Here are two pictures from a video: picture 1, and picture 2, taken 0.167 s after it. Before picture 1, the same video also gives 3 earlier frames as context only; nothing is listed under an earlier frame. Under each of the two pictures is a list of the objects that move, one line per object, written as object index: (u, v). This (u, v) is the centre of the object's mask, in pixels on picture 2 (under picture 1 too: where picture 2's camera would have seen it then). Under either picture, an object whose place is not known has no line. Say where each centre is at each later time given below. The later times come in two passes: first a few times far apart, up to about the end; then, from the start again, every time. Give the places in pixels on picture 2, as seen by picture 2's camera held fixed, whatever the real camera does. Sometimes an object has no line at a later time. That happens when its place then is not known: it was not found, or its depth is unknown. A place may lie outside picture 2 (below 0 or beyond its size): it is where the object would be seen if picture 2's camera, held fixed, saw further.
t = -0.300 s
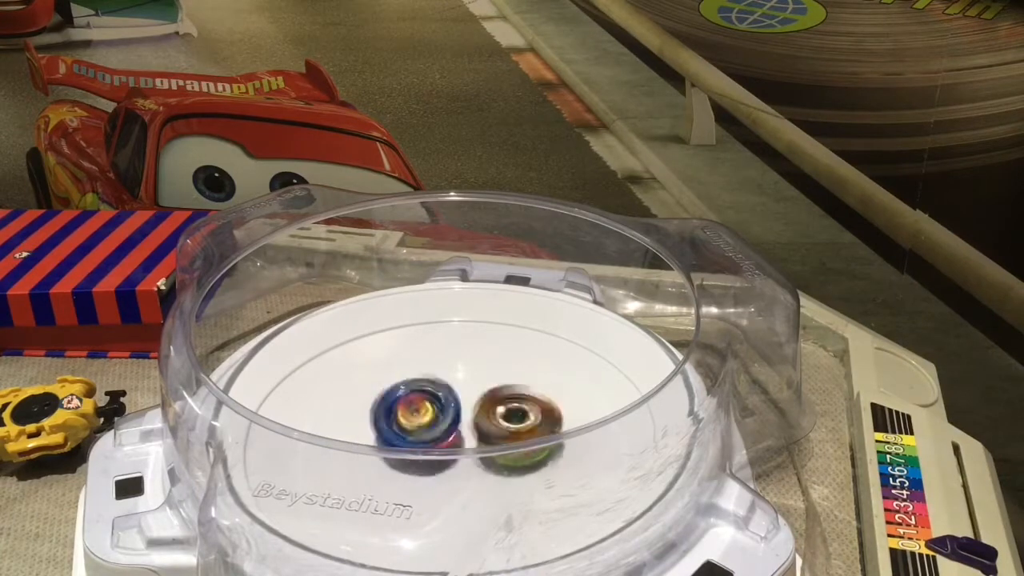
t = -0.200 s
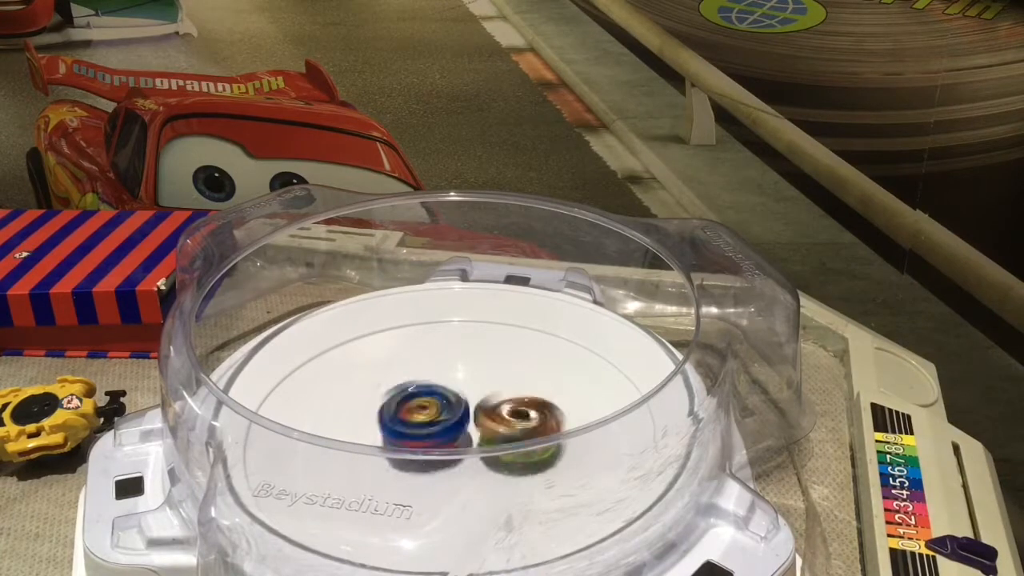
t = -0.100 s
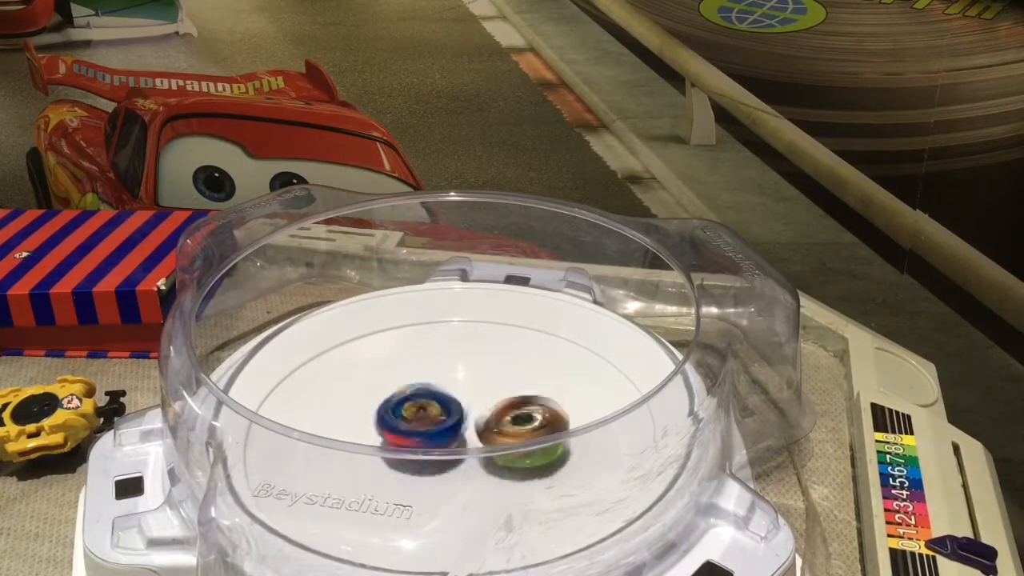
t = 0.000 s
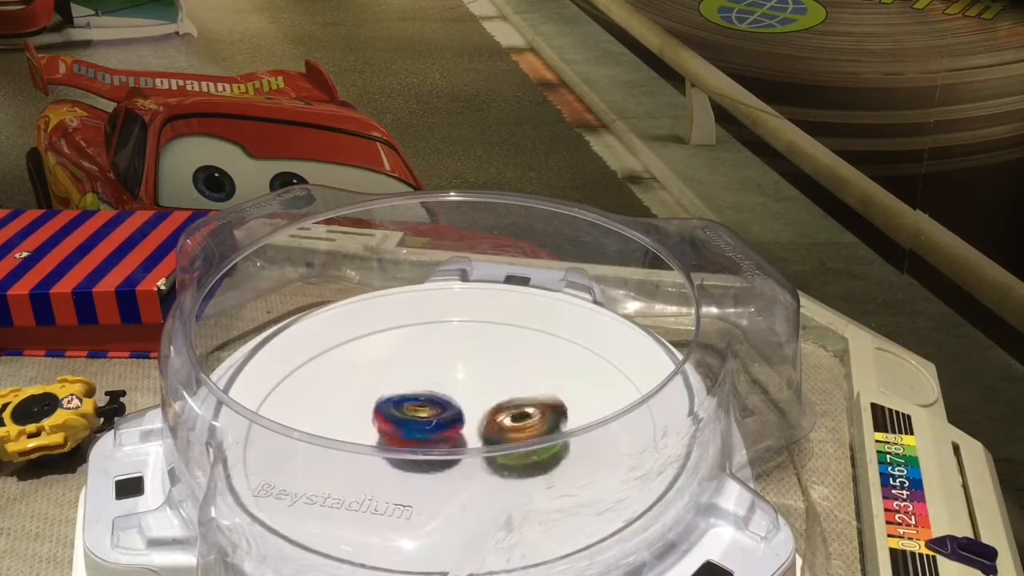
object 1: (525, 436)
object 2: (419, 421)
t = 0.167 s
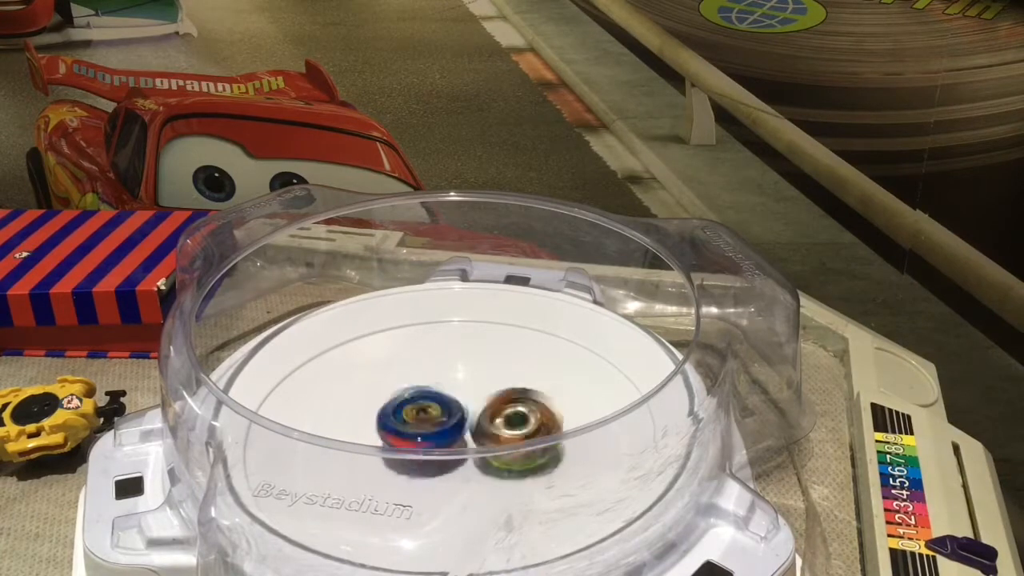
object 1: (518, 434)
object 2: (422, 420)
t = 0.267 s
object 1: (519, 435)
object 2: (419, 421)
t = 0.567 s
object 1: (516, 434)
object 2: (409, 416)
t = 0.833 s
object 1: (507, 438)
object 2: (395, 414)
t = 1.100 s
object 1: (481, 439)
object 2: (392, 434)
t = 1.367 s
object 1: (494, 446)
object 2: (380, 430)
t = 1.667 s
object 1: (488, 437)
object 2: (381, 433)
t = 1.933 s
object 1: (471, 449)
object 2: (382, 433)
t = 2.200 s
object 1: (470, 456)
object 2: (382, 433)
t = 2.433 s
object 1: (471, 455)
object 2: (382, 433)
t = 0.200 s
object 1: (517, 434)
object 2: (422, 419)
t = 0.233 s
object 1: (517, 434)
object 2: (423, 420)
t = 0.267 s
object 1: (519, 435)
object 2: (419, 421)
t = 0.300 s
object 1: (519, 435)
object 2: (416, 421)
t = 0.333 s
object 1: (519, 434)
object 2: (414, 420)
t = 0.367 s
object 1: (519, 434)
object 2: (414, 418)
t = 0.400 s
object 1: (517, 434)
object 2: (414, 417)
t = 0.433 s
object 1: (515, 433)
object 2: (416, 415)
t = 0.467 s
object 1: (514, 432)
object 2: (418, 415)
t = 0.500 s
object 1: (513, 432)
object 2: (416, 415)
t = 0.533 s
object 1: (516, 432)
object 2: (411, 414)
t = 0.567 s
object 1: (516, 434)
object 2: (409, 416)
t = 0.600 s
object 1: (512, 434)
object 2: (409, 416)
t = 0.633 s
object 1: (509, 434)
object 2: (414, 418)
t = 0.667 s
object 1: (505, 435)
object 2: (414, 417)
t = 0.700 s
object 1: (508, 436)
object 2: (410, 417)
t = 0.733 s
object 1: (514, 436)
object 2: (404, 416)
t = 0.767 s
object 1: (514, 438)
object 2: (399, 416)
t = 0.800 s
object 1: (512, 438)
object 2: (398, 415)
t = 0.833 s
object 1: (507, 438)
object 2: (395, 414)
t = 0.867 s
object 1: (505, 437)
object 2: (393, 414)
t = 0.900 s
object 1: (502, 438)
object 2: (394, 415)
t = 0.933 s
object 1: (500, 439)
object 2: (395, 415)
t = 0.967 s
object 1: (500, 439)
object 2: (395, 415)
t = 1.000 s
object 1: (497, 438)
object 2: (394, 416)
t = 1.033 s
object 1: (493, 439)
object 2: (393, 417)
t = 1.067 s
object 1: (487, 439)
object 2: (393, 420)
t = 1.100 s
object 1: (481, 439)
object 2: (392, 434)
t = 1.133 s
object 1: (481, 441)
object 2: (389, 436)
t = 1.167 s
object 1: (482, 442)
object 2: (388, 440)
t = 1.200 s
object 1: (483, 444)
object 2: (392, 429)
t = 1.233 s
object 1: (483, 444)
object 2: (390, 430)
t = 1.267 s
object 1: (483, 445)
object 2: (388, 438)
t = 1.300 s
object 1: (489, 446)
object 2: (384, 431)
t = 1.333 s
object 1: (490, 446)
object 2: (381, 430)
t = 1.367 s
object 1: (494, 446)
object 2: (380, 430)
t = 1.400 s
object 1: (495, 444)
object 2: (381, 434)
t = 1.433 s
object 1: (497, 443)
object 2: (379, 436)
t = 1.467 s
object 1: (497, 441)
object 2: (382, 432)
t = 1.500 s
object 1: (496, 440)
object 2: (382, 432)
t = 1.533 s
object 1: (494, 438)
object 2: (381, 434)
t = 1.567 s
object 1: (493, 437)
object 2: (381, 433)
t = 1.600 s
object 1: (492, 436)
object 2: (381, 433)
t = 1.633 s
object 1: (491, 436)
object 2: (381, 433)
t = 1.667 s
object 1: (488, 437)
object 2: (381, 433)
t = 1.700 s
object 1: (486, 438)
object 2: (381, 433)
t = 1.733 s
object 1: (483, 439)
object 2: (381, 433)
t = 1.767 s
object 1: (481, 441)
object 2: (381, 433)
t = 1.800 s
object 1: (479, 443)
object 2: (381, 433)
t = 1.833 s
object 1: (477, 445)
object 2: (381, 433)
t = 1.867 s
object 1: (475, 446)
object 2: (381, 433)
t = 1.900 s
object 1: (473, 448)
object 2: (382, 432)
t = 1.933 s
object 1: (471, 449)
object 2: (382, 433)
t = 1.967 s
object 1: (470, 451)
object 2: (382, 432)
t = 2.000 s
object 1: (469, 452)
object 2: (382, 432)
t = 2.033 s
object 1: (469, 453)
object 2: (383, 432)
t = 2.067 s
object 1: (469, 455)
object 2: (383, 432)
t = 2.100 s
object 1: (470, 456)
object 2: (383, 432)
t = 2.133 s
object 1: (469, 456)
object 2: (382, 433)
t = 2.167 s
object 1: (469, 456)
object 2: (382, 432)
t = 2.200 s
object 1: (470, 456)
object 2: (382, 433)
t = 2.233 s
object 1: (470, 456)
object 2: (382, 433)
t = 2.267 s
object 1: (470, 456)
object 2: (382, 433)
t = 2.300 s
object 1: (471, 455)
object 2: (382, 433)
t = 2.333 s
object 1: (471, 455)
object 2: (382, 433)
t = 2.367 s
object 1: (471, 455)
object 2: (382, 433)
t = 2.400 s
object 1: (471, 455)
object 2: (382, 433)
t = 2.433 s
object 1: (471, 455)
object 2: (382, 433)
